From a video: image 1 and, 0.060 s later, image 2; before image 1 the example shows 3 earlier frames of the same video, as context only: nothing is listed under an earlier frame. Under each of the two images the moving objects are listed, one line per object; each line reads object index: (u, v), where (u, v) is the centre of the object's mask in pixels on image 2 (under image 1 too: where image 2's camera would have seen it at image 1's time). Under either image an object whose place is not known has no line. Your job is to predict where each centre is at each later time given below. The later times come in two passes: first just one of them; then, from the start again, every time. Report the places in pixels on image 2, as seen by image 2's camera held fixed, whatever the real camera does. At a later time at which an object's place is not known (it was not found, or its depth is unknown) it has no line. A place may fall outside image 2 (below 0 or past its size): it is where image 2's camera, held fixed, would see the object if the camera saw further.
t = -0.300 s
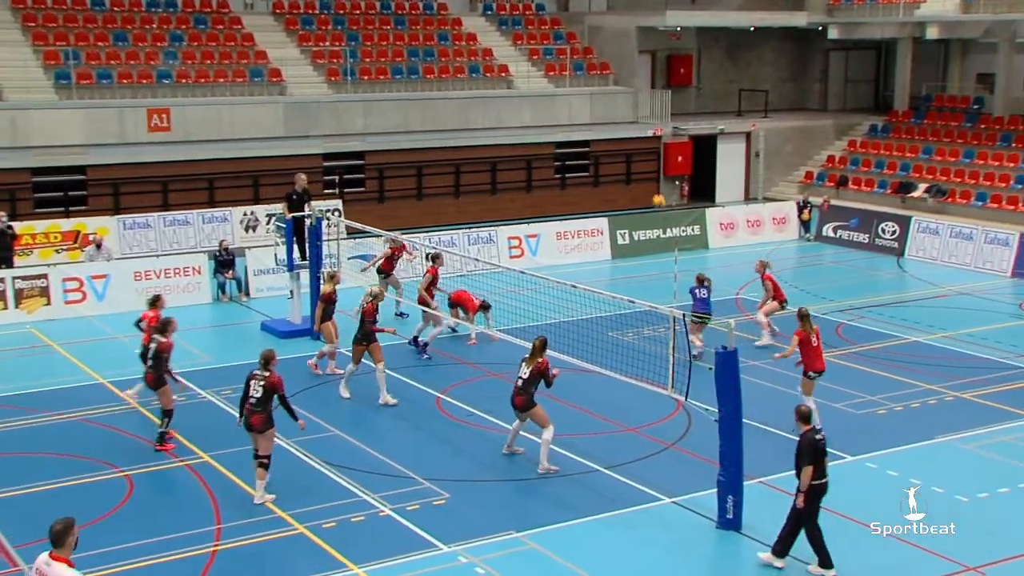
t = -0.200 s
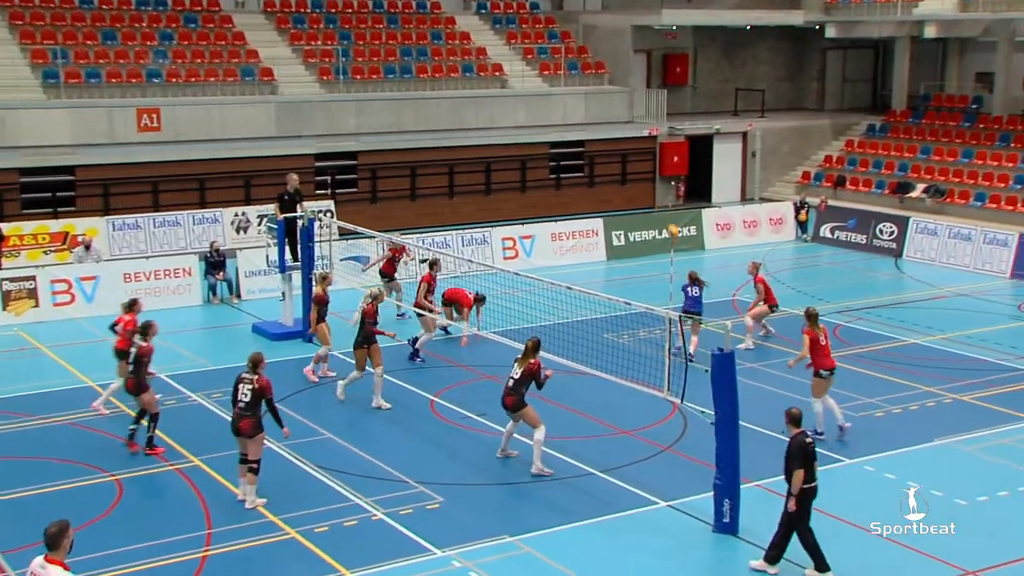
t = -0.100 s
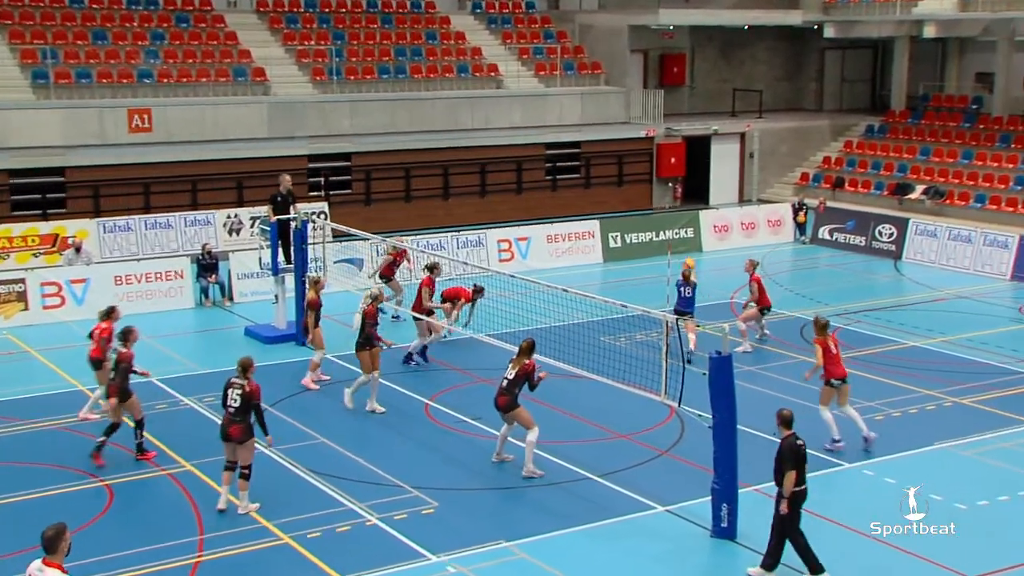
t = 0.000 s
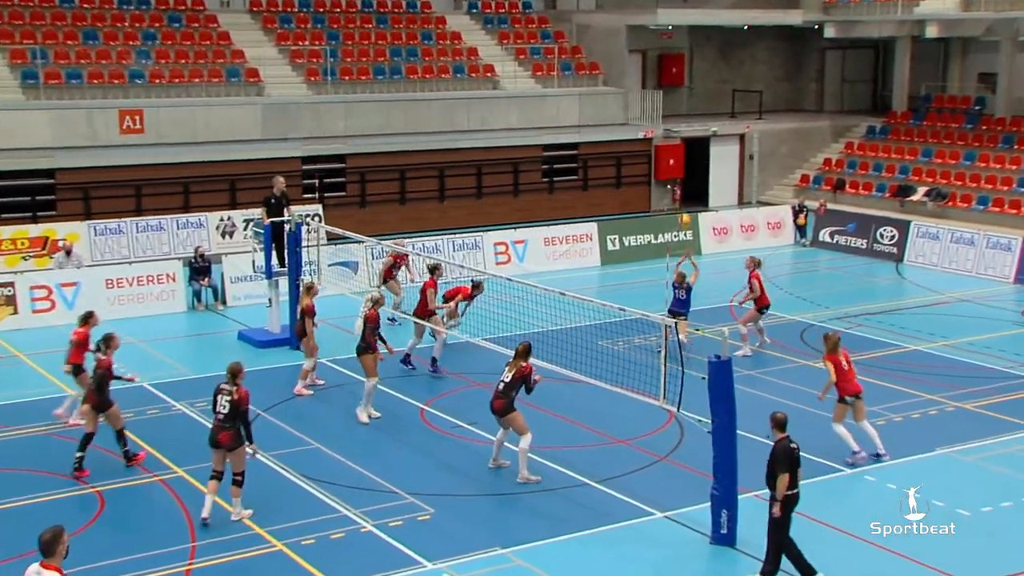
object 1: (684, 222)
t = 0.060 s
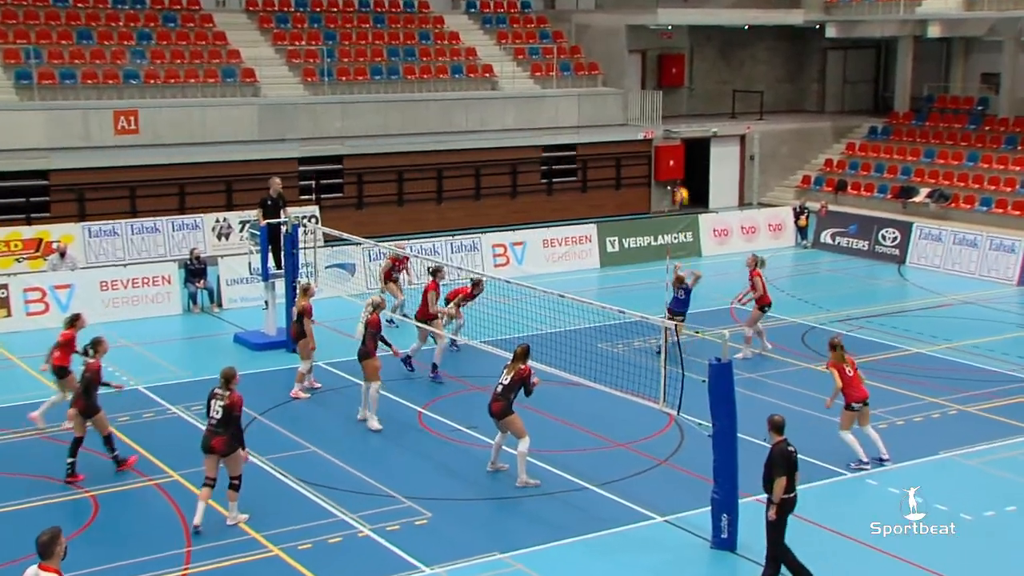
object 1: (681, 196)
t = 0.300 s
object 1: (676, 108)
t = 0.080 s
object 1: (683, 186)
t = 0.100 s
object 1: (682, 178)
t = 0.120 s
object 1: (680, 171)
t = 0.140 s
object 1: (679, 163)
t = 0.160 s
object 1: (679, 156)
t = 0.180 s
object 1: (679, 148)
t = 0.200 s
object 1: (678, 143)
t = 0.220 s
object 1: (678, 135)
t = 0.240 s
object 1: (677, 127)
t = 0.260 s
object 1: (677, 120)
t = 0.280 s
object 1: (676, 115)
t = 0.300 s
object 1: (676, 108)
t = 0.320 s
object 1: (675, 102)
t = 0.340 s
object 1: (675, 98)
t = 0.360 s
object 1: (674, 91)
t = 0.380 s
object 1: (674, 87)
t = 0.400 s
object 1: (673, 83)
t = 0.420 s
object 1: (672, 78)
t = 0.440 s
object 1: (672, 74)
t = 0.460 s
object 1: (671, 69)
